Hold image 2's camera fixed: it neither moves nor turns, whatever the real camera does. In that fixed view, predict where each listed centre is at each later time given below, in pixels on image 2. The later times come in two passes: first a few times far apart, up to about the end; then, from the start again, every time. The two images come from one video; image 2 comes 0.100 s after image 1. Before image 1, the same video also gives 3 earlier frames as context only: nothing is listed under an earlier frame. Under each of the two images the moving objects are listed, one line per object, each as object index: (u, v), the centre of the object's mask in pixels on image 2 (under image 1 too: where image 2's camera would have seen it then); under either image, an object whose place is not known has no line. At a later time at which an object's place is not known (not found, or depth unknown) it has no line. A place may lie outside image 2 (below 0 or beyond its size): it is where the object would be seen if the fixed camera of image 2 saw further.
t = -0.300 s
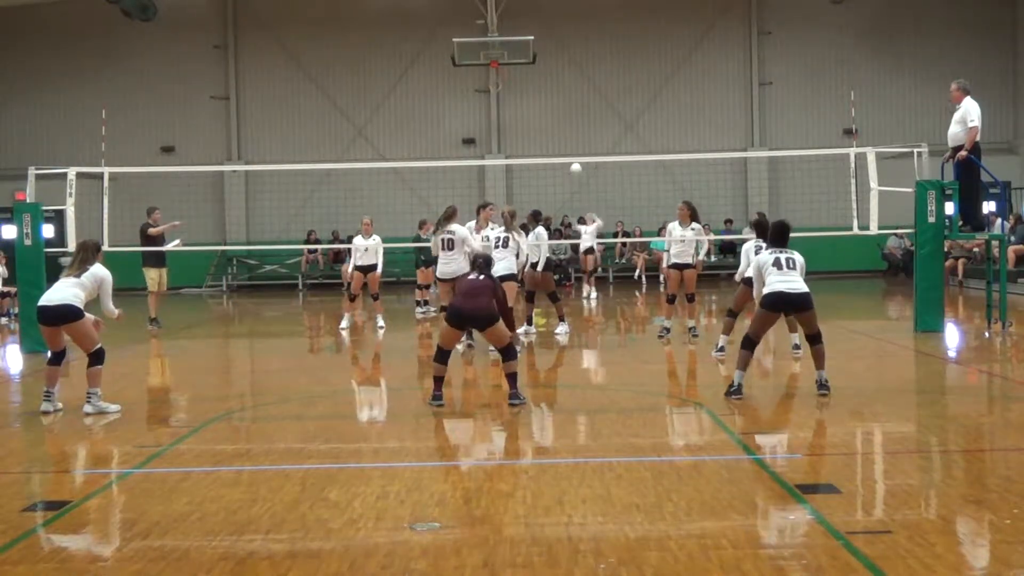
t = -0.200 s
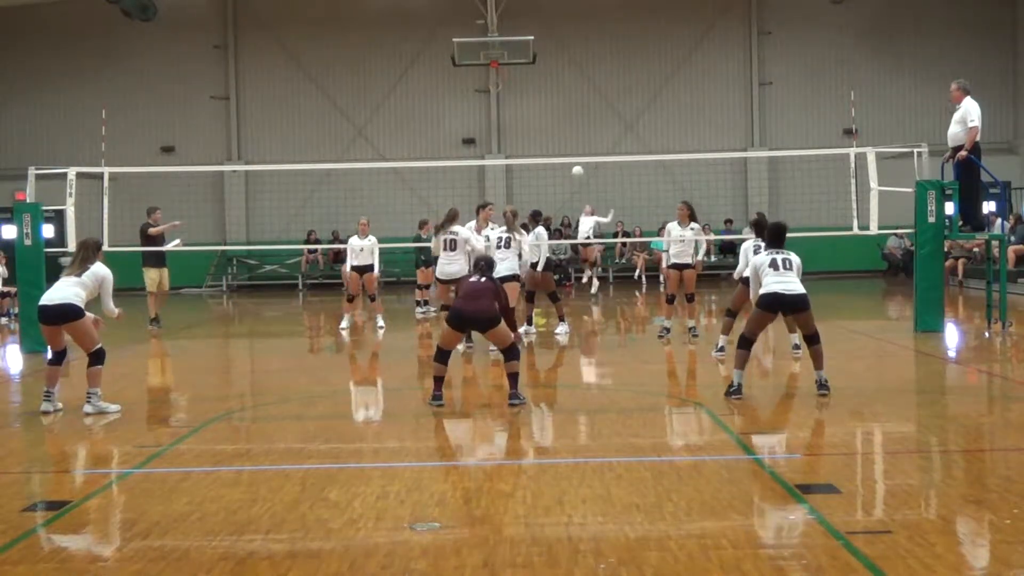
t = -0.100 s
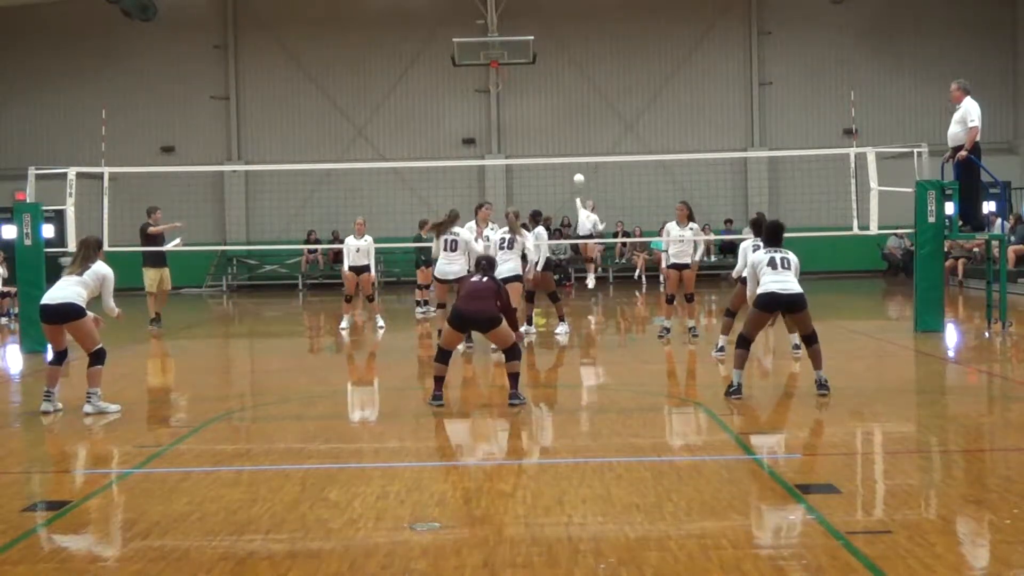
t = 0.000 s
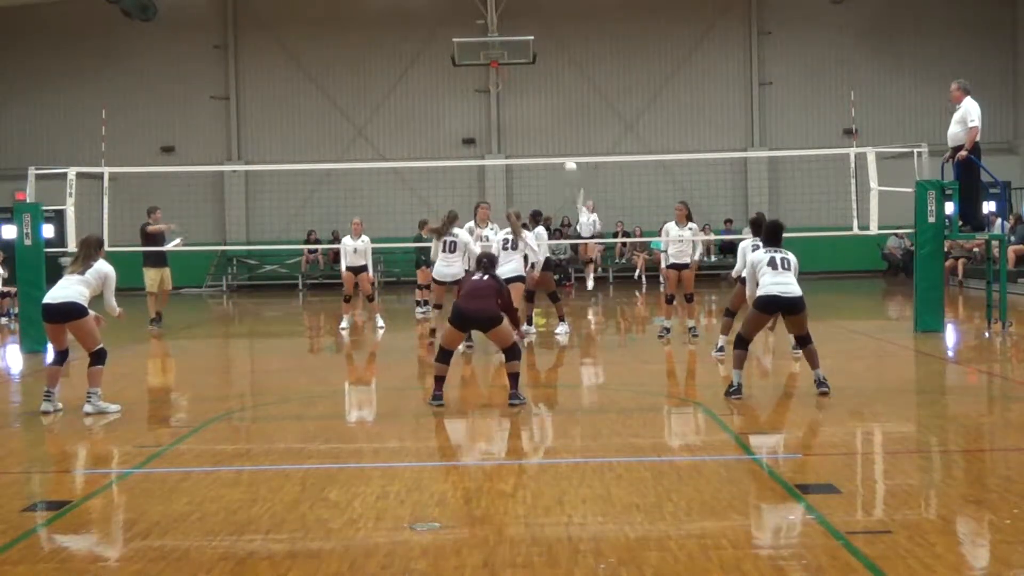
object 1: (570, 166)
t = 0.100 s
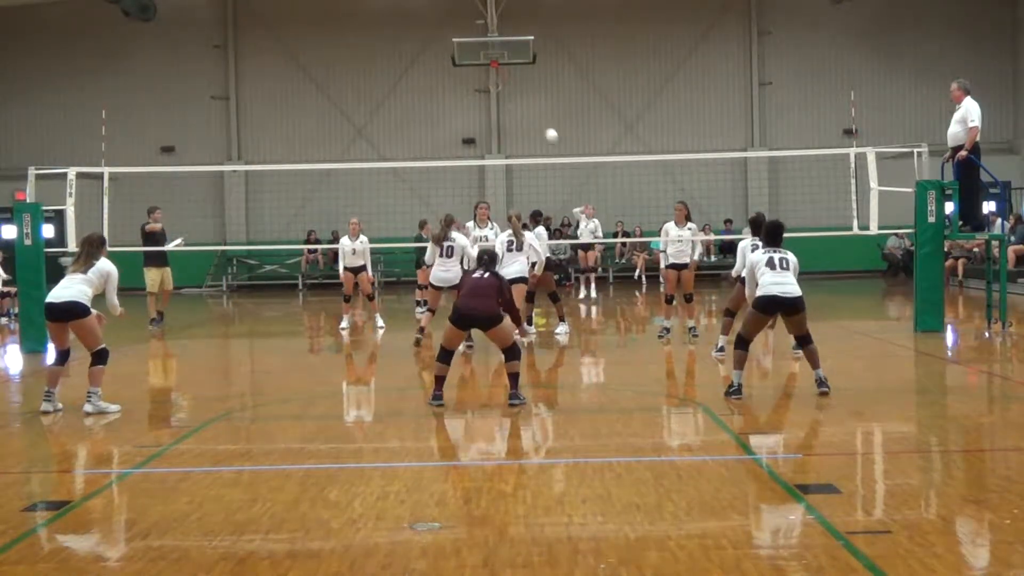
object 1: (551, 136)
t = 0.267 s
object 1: (513, 89)
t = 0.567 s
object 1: (431, 34)
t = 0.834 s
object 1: (339, 29)
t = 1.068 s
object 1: (229, 81)
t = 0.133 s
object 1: (544, 125)
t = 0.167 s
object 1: (537, 116)
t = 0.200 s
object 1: (530, 106)
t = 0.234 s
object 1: (522, 98)
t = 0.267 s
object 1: (513, 89)
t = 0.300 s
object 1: (505, 81)
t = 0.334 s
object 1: (496, 75)
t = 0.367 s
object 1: (487, 67)
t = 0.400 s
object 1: (478, 60)
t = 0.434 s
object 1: (469, 53)
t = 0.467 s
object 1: (460, 47)
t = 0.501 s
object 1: (451, 43)
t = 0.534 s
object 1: (441, 38)
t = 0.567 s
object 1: (431, 34)
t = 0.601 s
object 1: (421, 31)
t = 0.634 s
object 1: (410, 28)
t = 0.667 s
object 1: (399, 26)
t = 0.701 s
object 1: (388, 25)
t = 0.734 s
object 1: (377, 25)
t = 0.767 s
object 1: (365, 25)
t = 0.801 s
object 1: (352, 27)
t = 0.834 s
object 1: (339, 29)
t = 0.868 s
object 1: (326, 33)
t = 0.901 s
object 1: (311, 37)
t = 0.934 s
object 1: (297, 43)
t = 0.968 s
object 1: (281, 51)
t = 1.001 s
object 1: (264, 60)
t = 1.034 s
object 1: (248, 70)
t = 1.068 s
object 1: (229, 81)
